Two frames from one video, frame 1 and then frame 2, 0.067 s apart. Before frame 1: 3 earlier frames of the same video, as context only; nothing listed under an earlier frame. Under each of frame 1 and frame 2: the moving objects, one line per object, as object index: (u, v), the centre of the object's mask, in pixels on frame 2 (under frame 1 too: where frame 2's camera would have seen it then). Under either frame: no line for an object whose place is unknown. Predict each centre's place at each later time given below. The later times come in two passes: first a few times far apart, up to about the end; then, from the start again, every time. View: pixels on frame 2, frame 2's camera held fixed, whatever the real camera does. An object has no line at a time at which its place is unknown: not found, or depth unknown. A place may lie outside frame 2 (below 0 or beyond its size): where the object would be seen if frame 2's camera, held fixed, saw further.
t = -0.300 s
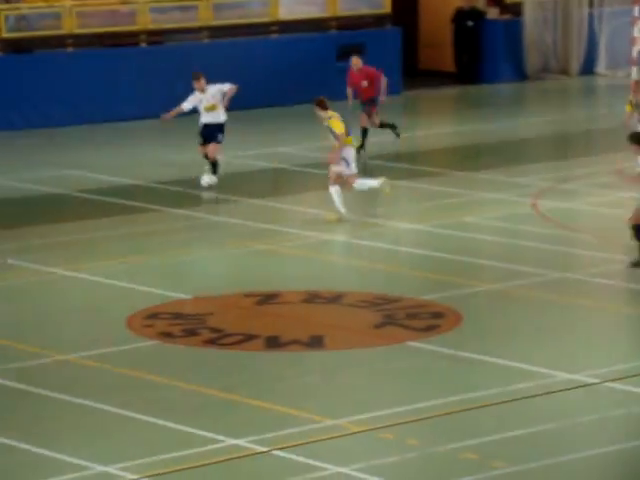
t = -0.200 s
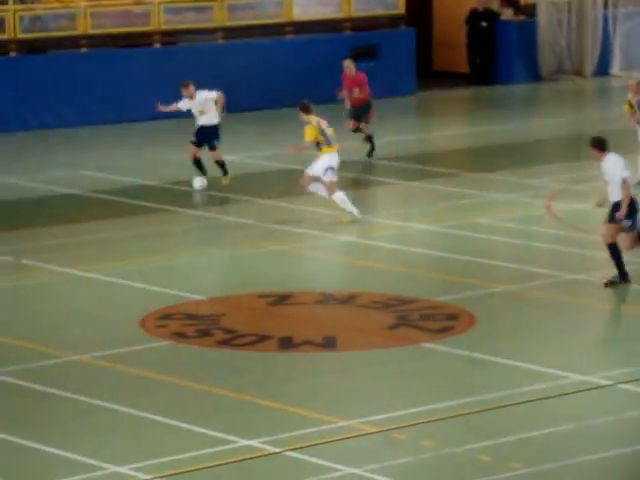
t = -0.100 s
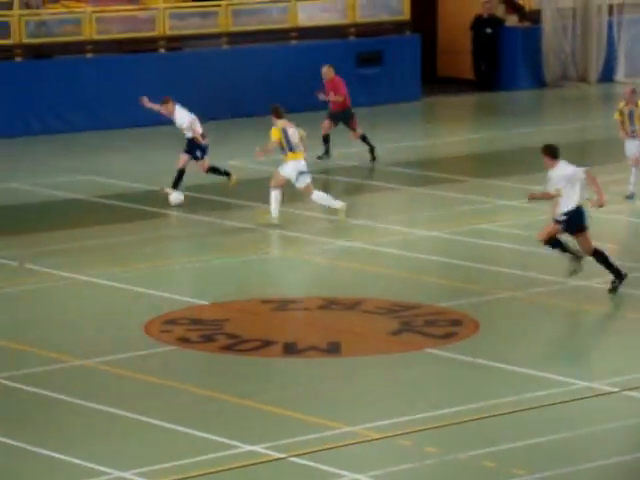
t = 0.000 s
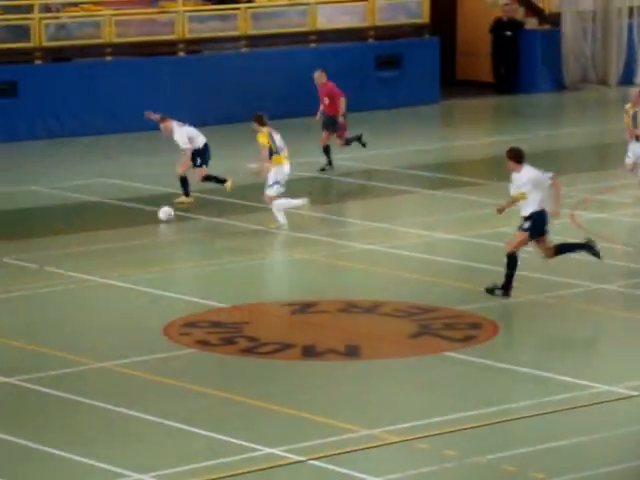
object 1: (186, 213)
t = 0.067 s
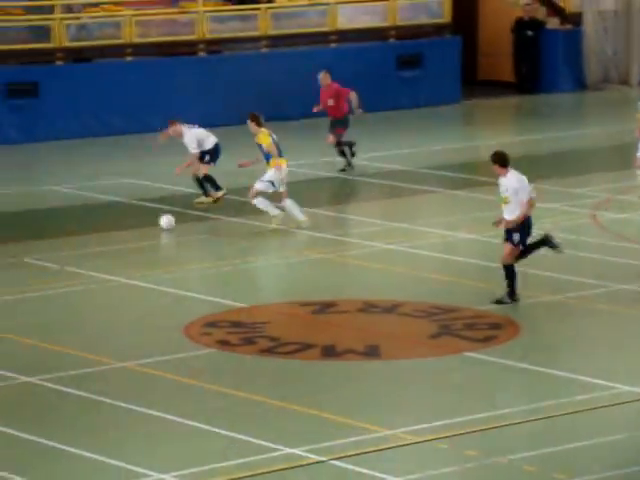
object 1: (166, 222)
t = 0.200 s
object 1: (125, 239)
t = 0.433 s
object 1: (52, 270)
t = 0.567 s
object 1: (10, 287)
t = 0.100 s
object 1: (156, 226)
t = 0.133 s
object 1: (146, 230)
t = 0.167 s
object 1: (136, 234)
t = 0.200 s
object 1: (125, 239)
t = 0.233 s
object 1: (115, 243)
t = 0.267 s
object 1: (105, 248)
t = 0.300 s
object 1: (94, 252)
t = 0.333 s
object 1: (84, 257)
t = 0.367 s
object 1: (73, 261)
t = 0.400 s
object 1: (63, 266)
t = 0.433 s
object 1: (52, 270)
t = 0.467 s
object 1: (42, 274)
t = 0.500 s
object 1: (31, 279)
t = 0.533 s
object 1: (20, 284)
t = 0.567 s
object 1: (10, 287)
